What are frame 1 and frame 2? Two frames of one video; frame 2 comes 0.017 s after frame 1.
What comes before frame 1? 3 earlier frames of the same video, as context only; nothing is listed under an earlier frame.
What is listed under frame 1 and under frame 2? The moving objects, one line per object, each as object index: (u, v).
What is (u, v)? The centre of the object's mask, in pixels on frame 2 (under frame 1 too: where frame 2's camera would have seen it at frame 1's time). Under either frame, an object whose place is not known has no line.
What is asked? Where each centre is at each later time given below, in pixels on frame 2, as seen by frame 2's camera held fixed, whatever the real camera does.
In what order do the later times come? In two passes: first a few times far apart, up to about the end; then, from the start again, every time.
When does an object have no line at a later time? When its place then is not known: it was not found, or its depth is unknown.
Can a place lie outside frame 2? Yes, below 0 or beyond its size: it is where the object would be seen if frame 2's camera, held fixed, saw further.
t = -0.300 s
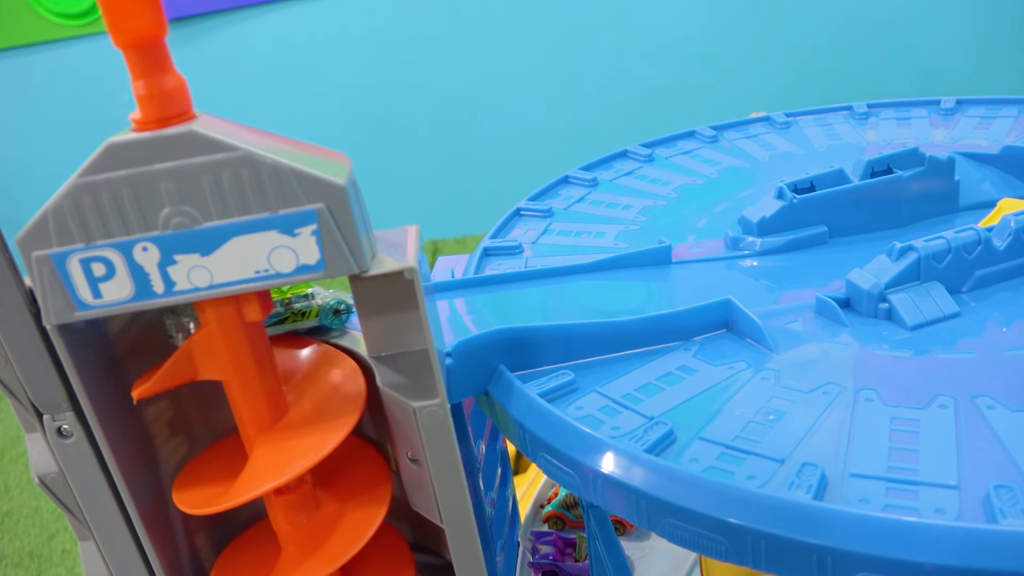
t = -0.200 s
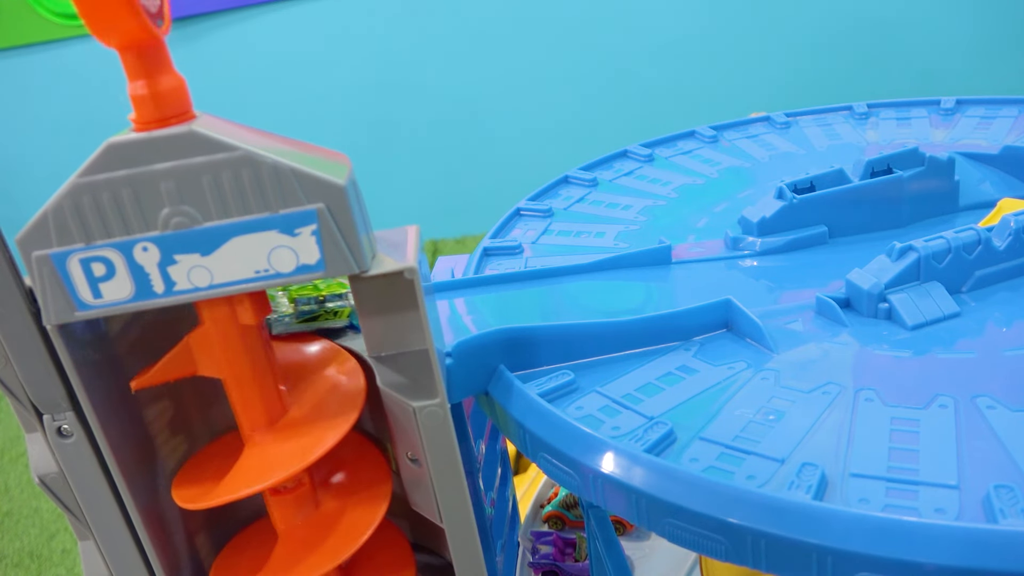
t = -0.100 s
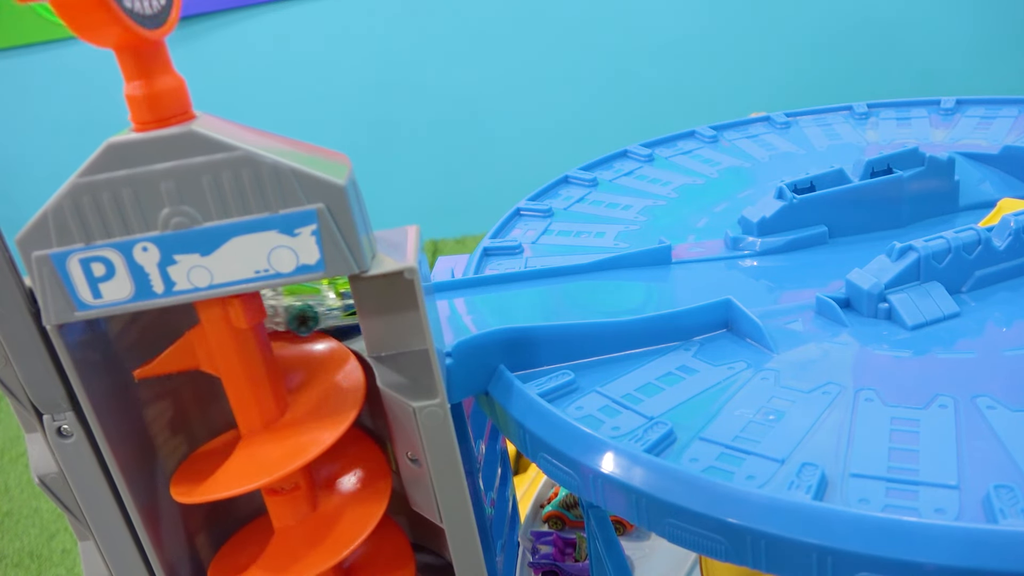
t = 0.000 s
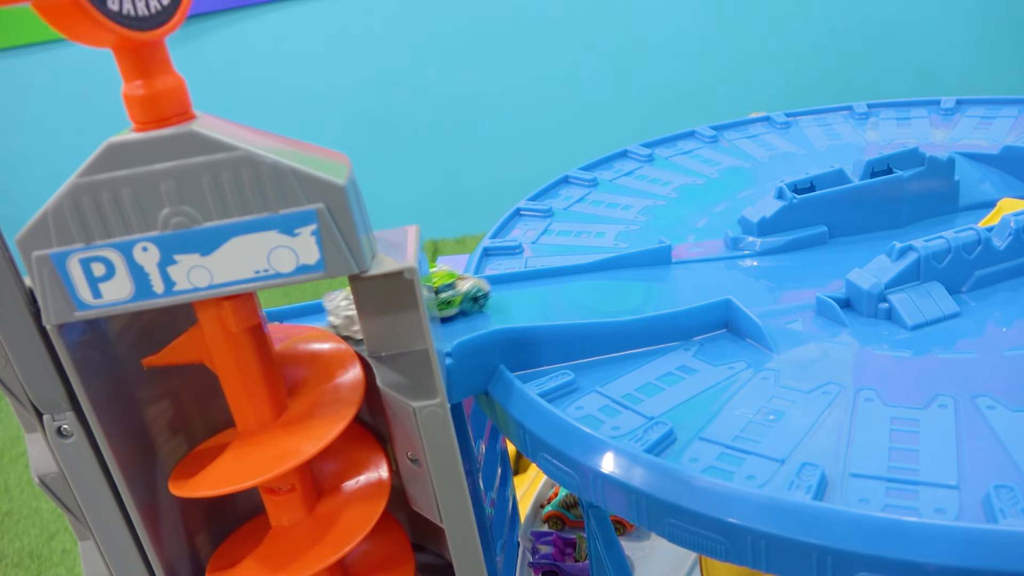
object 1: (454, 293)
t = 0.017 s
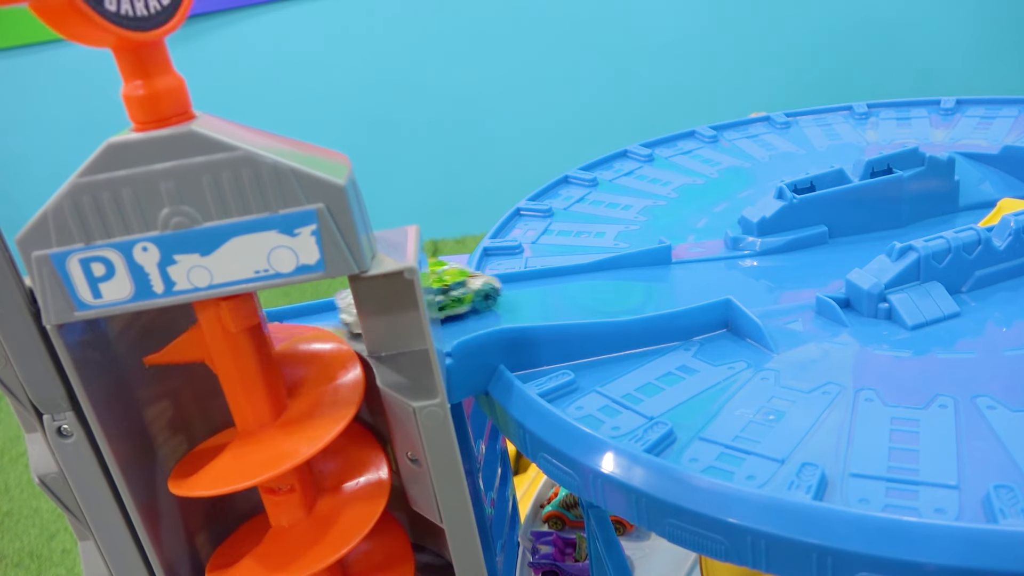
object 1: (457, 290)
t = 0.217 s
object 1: (582, 272)
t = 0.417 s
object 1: (798, 248)
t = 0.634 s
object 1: (972, 200)
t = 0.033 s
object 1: (462, 289)
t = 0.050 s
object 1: (467, 288)
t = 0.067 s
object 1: (473, 288)
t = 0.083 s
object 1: (480, 287)
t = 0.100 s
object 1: (492, 286)
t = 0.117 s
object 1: (499, 285)
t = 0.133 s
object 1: (507, 283)
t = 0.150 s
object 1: (521, 281)
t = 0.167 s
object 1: (536, 278)
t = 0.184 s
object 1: (551, 276)
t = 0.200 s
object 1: (566, 274)
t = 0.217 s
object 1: (582, 272)
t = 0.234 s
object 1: (598, 270)
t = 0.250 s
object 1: (614, 268)
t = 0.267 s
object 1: (631, 267)
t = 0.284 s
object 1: (648, 265)
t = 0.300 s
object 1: (665, 263)
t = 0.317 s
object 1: (684, 260)
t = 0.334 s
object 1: (703, 259)
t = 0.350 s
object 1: (721, 257)
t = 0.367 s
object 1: (740, 255)
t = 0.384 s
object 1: (760, 253)
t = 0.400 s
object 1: (779, 250)
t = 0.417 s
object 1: (798, 248)
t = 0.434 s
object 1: (815, 245)
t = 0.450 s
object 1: (831, 242)
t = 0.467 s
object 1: (849, 238)
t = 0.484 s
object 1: (866, 234)
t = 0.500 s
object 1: (884, 230)
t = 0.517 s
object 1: (898, 226)
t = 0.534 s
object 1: (910, 222)
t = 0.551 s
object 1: (922, 219)
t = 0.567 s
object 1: (932, 216)
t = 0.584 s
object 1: (941, 213)
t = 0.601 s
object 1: (950, 207)
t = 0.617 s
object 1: (962, 202)
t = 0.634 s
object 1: (972, 200)
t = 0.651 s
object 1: (980, 198)
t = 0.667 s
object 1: (987, 198)
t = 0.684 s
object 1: (992, 197)
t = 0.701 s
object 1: (995, 198)
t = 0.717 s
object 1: (1000, 198)
